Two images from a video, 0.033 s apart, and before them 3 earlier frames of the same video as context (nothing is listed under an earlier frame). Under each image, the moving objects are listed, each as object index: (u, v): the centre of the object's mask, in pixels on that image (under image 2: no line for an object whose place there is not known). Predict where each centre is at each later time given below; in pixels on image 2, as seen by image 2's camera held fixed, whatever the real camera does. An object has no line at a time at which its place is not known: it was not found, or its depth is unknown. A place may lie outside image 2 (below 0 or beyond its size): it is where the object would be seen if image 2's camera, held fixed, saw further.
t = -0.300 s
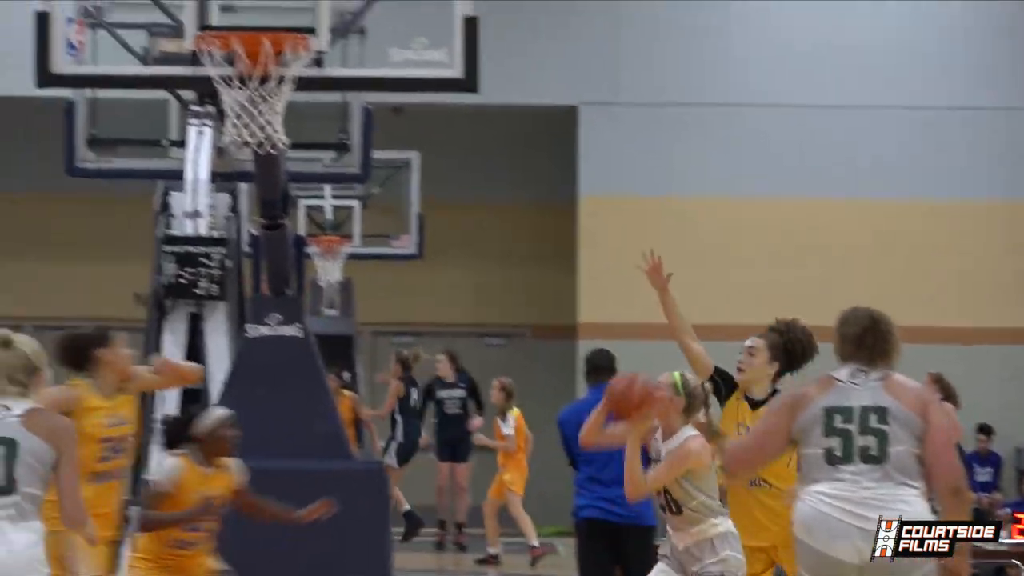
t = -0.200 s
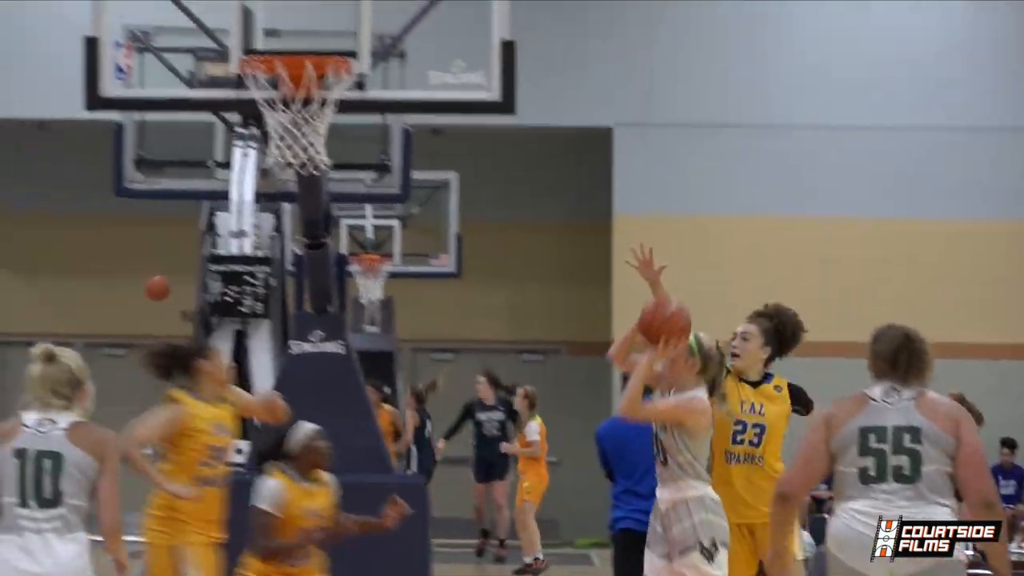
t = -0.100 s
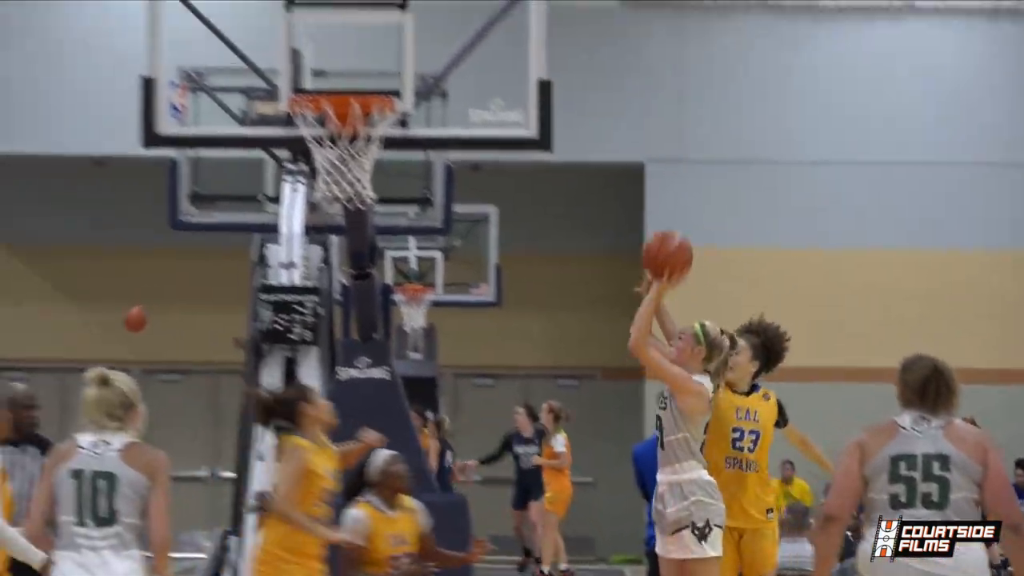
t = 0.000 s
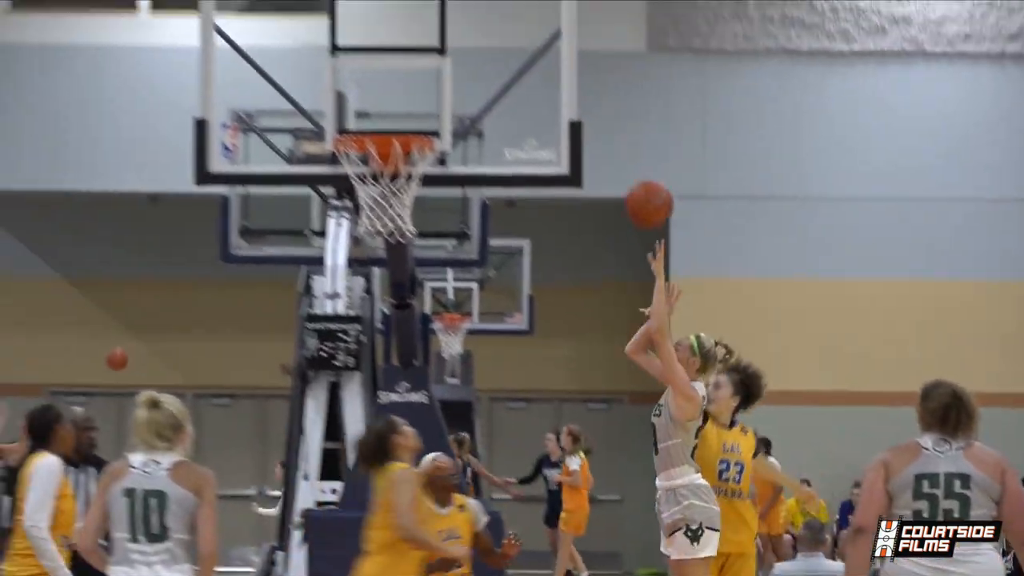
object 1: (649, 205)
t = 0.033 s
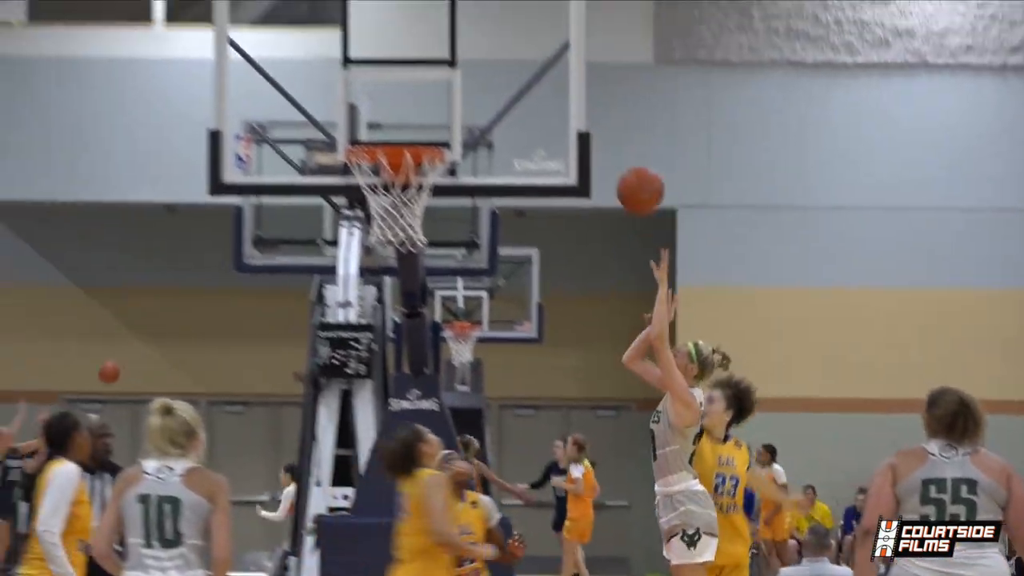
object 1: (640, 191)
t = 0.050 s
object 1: (633, 179)
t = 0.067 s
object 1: (624, 168)
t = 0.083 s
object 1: (616, 158)
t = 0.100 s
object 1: (608, 148)
